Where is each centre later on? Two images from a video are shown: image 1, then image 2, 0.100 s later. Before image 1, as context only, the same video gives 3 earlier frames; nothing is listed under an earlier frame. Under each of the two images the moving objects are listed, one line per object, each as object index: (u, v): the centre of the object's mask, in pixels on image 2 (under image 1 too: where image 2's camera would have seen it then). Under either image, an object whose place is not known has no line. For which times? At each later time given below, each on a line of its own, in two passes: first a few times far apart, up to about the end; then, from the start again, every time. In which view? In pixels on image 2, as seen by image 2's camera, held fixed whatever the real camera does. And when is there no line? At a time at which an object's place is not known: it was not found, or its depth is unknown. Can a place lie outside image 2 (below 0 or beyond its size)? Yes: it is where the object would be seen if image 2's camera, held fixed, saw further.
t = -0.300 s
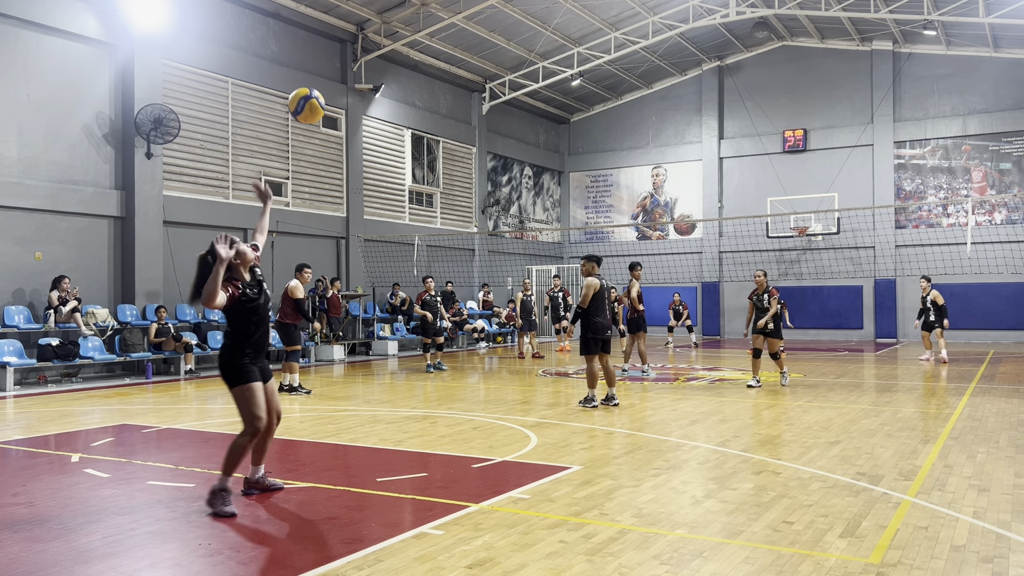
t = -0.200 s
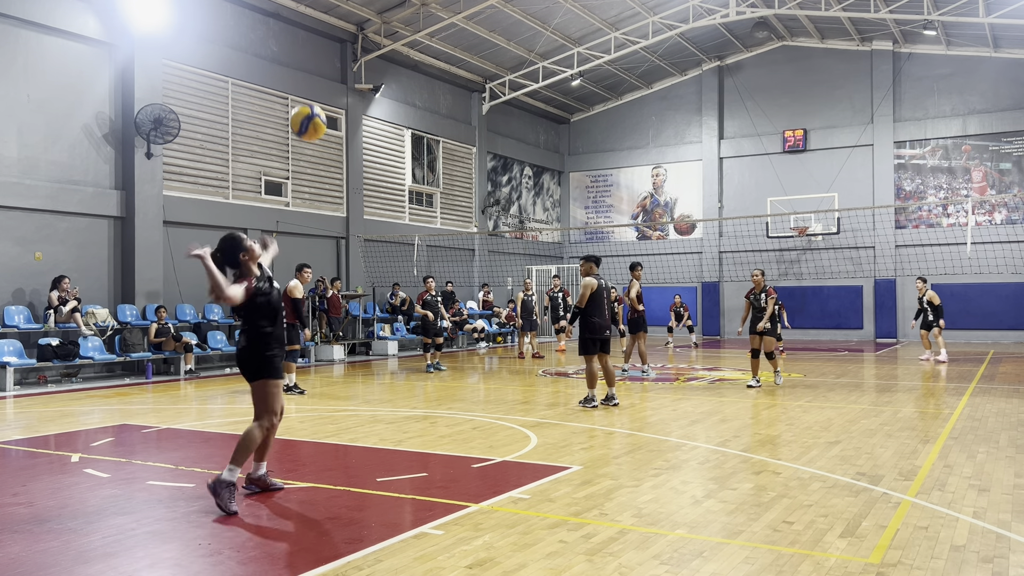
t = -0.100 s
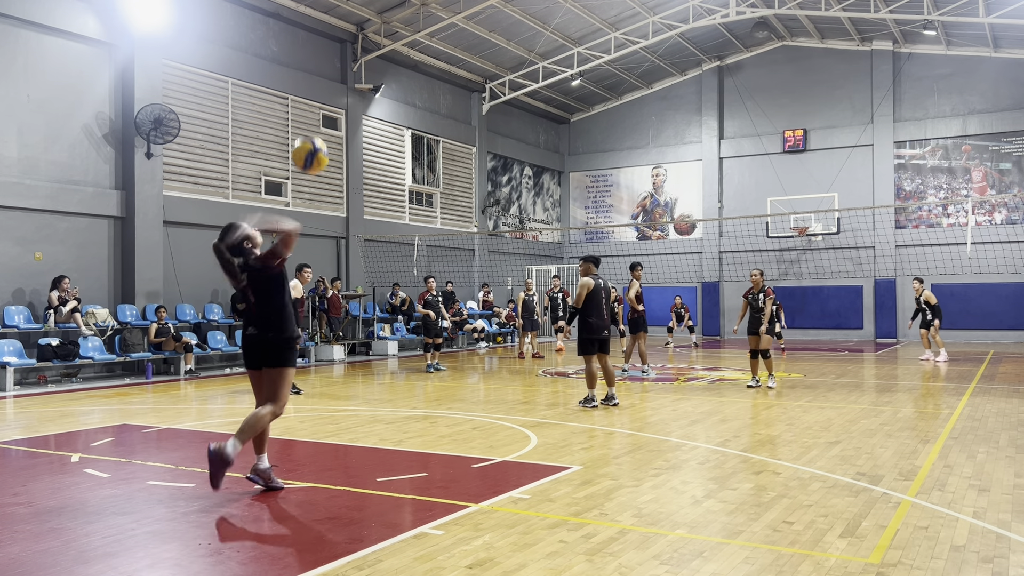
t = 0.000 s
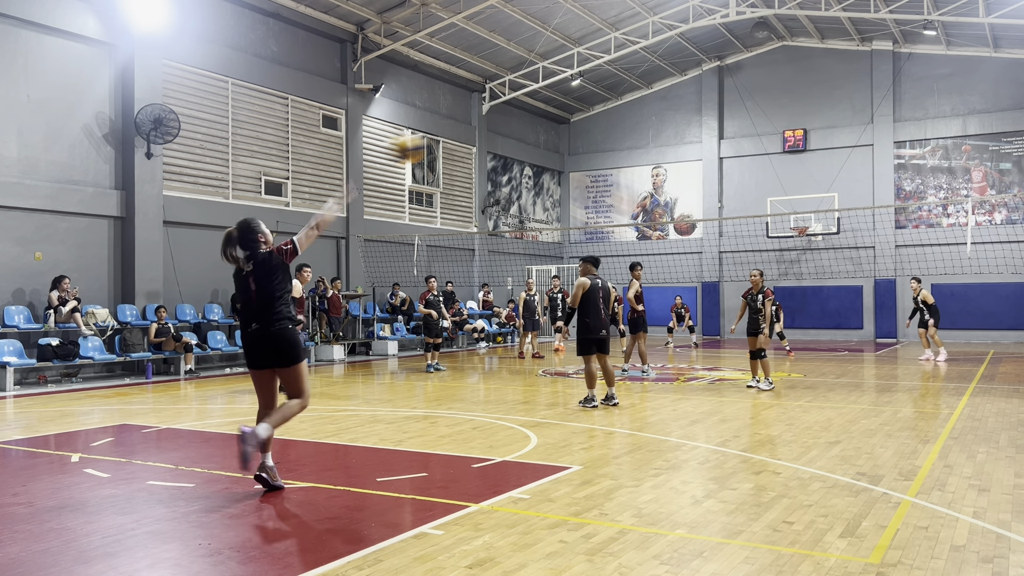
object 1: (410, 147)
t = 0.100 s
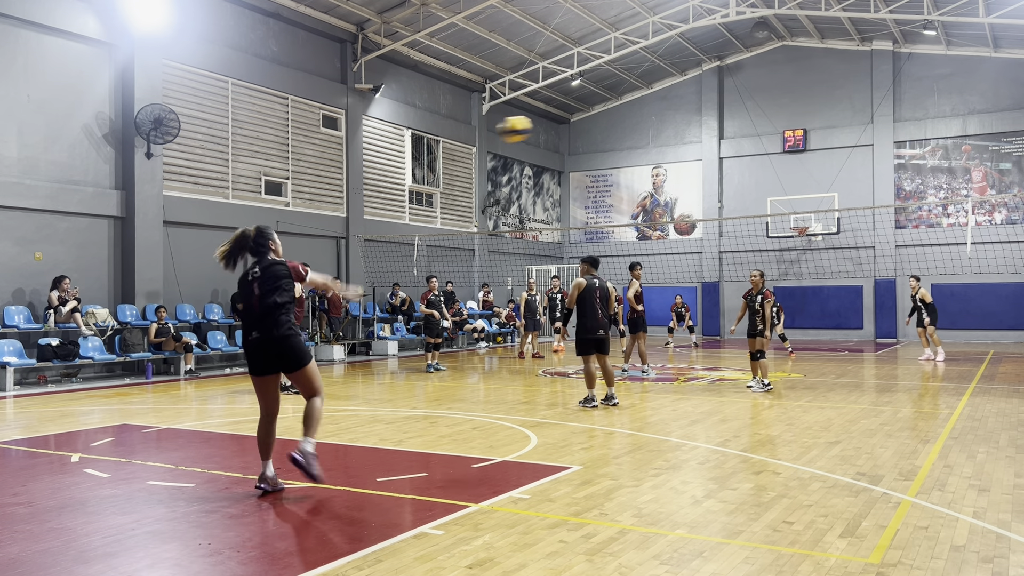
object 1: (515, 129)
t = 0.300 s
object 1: (647, 126)
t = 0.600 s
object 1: (742, 175)
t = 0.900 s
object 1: (795, 247)
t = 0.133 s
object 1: (543, 125)
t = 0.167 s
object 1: (568, 123)
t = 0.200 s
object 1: (592, 122)
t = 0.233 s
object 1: (611, 122)
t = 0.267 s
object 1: (630, 123)
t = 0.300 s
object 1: (647, 126)
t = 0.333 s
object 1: (661, 129)
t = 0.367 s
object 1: (675, 133)
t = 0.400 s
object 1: (687, 138)
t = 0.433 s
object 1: (698, 143)
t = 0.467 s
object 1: (708, 149)
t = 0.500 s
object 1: (718, 156)
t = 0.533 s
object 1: (726, 161)
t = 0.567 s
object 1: (734, 168)
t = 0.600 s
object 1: (742, 175)
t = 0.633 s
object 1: (749, 183)
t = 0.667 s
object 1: (756, 190)
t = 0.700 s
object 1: (762, 197)
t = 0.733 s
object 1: (768, 206)
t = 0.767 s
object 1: (774, 213)
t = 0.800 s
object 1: (780, 222)
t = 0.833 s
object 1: (785, 230)
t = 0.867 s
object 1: (790, 239)
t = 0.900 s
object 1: (795, 247)
